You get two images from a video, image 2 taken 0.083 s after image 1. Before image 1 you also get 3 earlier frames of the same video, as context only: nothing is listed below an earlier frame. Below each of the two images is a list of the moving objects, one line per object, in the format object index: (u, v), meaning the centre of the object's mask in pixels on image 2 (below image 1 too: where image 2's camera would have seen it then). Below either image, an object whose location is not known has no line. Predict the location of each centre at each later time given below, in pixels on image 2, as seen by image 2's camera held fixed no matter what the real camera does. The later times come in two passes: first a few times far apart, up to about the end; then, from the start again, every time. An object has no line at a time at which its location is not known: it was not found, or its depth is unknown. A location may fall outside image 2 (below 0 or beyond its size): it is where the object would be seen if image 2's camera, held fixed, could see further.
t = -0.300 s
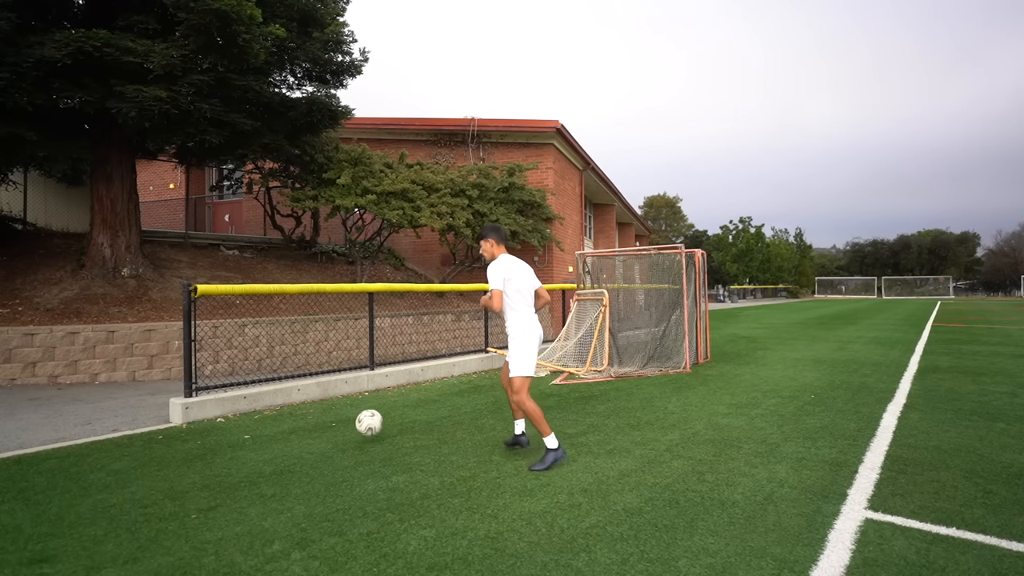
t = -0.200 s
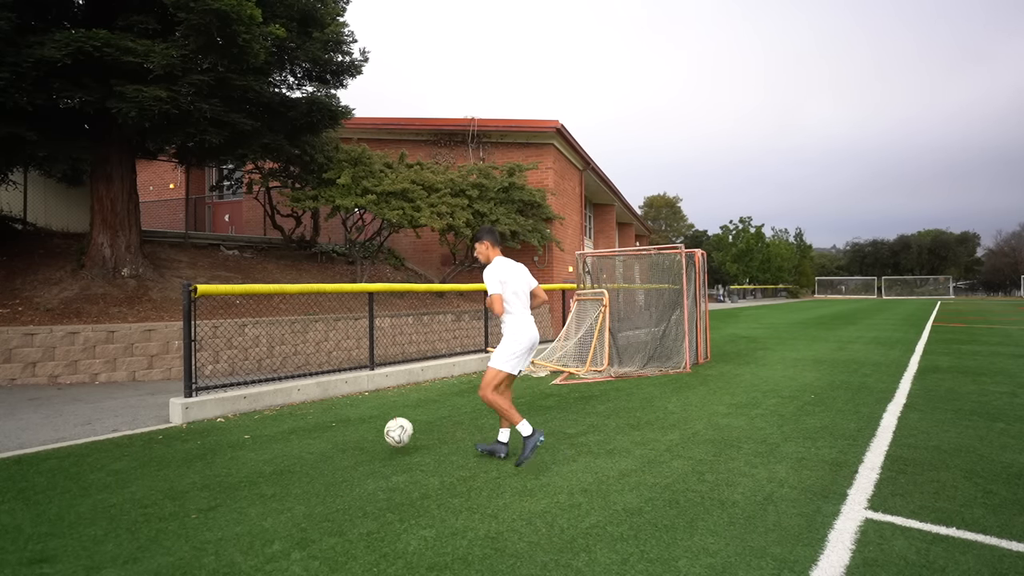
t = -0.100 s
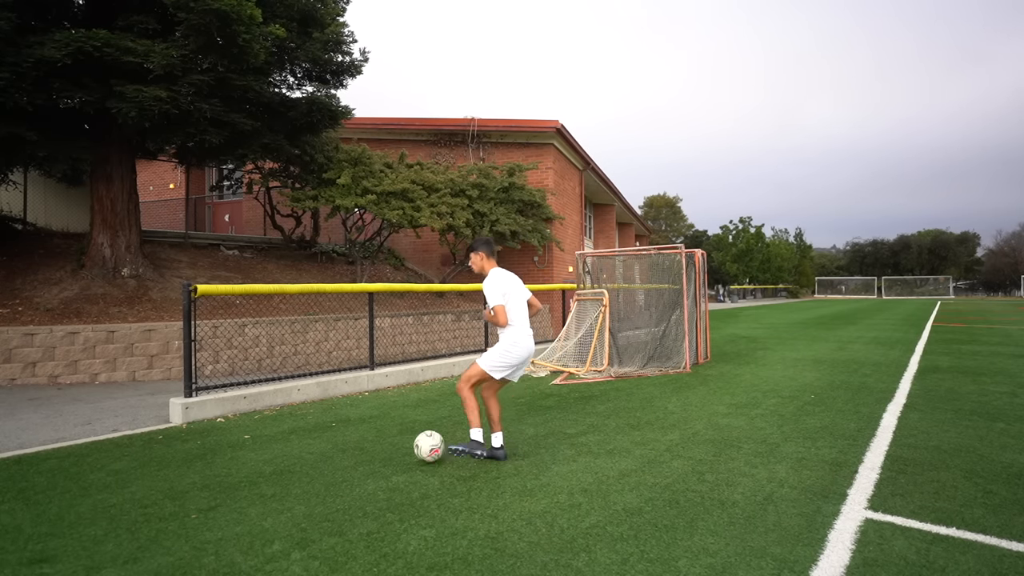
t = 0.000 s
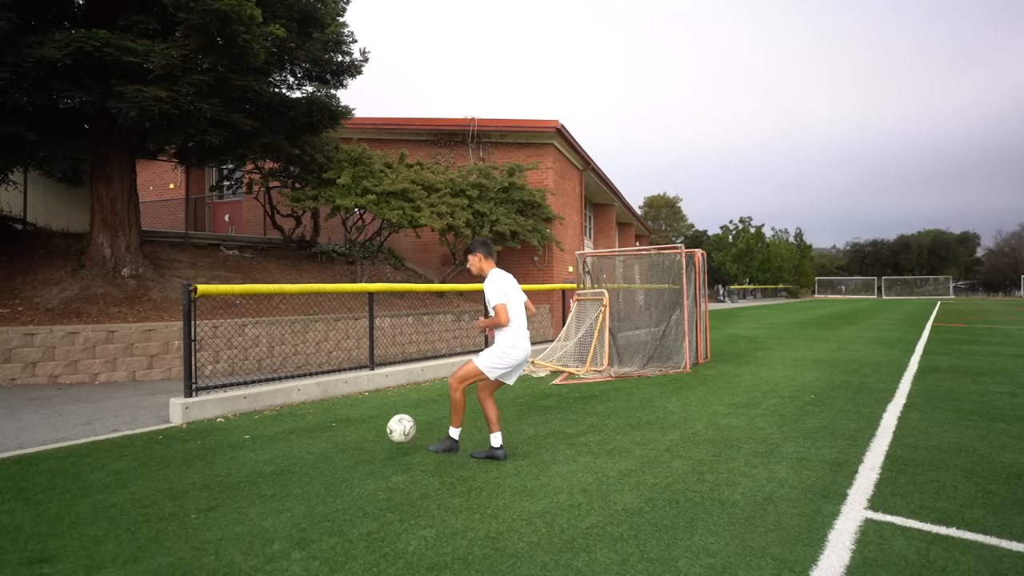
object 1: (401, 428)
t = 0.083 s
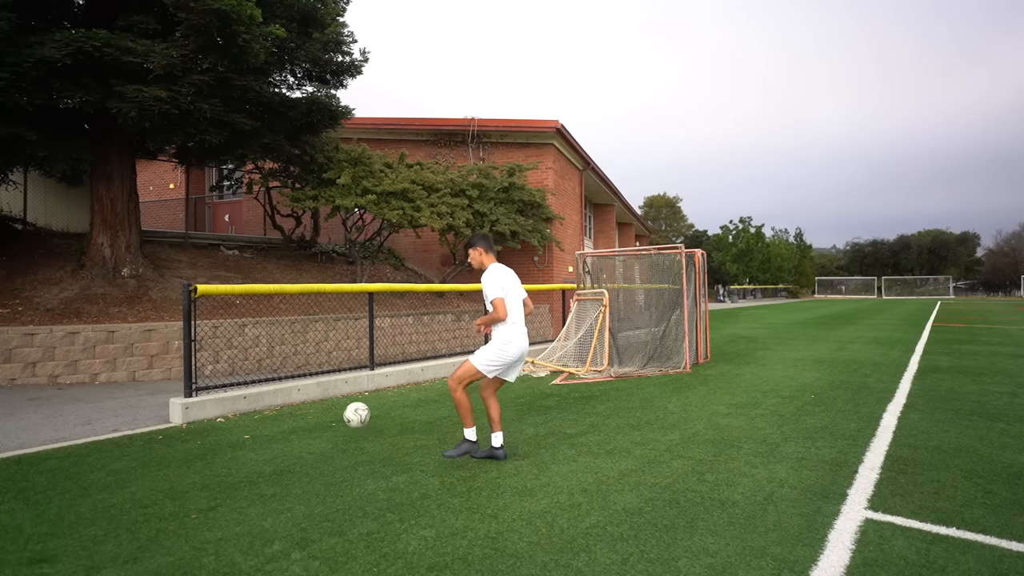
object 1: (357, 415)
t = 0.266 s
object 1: (287, 398)
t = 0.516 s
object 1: (354, 412)
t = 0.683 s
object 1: (410, 419)
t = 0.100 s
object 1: (349, 413)
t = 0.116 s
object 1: (341, 412)
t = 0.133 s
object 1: (334, 411)
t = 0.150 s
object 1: (327, 411)
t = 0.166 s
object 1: (320, 411)
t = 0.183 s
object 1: (314, 411)
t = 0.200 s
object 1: (308, 410)
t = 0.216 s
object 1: (303, 407)
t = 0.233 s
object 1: (297, 404)
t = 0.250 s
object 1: (292, 401)
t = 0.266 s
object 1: (287, 398)
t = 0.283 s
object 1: (282, 397)
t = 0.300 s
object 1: (278, 395)
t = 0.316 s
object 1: (283, 395)
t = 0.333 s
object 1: (288, 394)
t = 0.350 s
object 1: (294, 395)
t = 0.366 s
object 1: (299, 396)
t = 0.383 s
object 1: (304, 397)
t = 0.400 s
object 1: (310, 398)
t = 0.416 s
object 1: (316, 399)
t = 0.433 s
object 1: (322, 400)
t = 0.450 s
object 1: (328, 403)
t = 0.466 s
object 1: (335, 405)
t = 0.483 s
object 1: (341, 408)
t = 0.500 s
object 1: (347, 411)
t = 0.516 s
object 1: (354, 412)
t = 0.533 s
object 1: (359, 412)
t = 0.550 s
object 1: (364, 412)
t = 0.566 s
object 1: (370, 412)
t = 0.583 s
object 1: (375, 412)
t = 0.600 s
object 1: (381, 412)
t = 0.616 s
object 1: (386, 413)
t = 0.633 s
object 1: (392, 414)
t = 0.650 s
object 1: (398, 415)
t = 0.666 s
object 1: (404, 417)
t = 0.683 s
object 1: (410, 419)
